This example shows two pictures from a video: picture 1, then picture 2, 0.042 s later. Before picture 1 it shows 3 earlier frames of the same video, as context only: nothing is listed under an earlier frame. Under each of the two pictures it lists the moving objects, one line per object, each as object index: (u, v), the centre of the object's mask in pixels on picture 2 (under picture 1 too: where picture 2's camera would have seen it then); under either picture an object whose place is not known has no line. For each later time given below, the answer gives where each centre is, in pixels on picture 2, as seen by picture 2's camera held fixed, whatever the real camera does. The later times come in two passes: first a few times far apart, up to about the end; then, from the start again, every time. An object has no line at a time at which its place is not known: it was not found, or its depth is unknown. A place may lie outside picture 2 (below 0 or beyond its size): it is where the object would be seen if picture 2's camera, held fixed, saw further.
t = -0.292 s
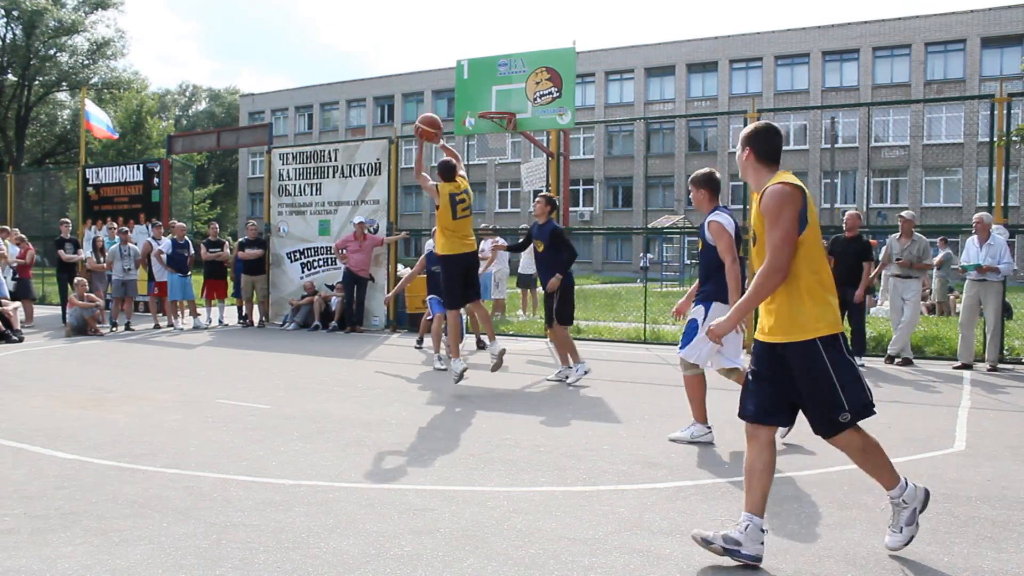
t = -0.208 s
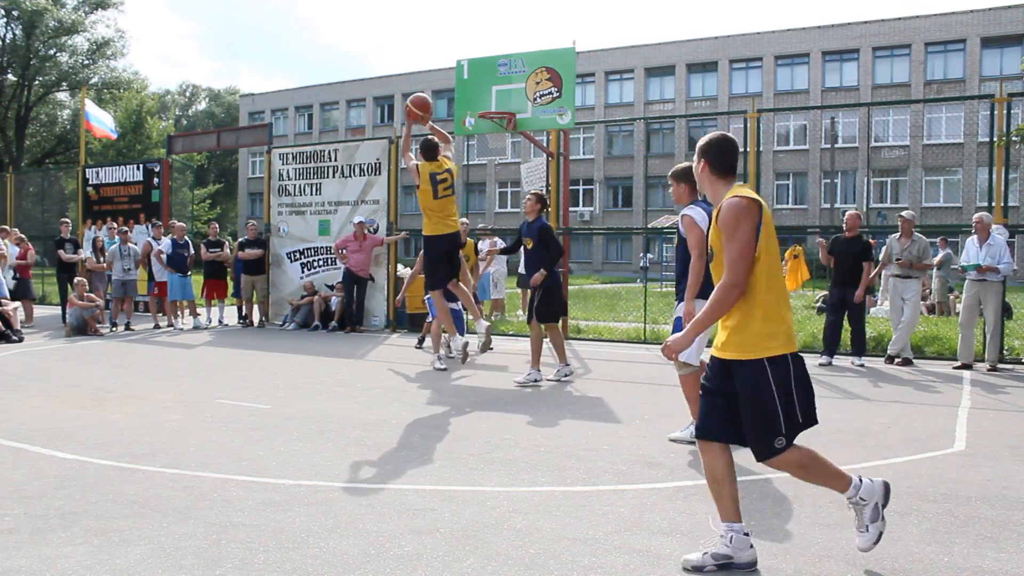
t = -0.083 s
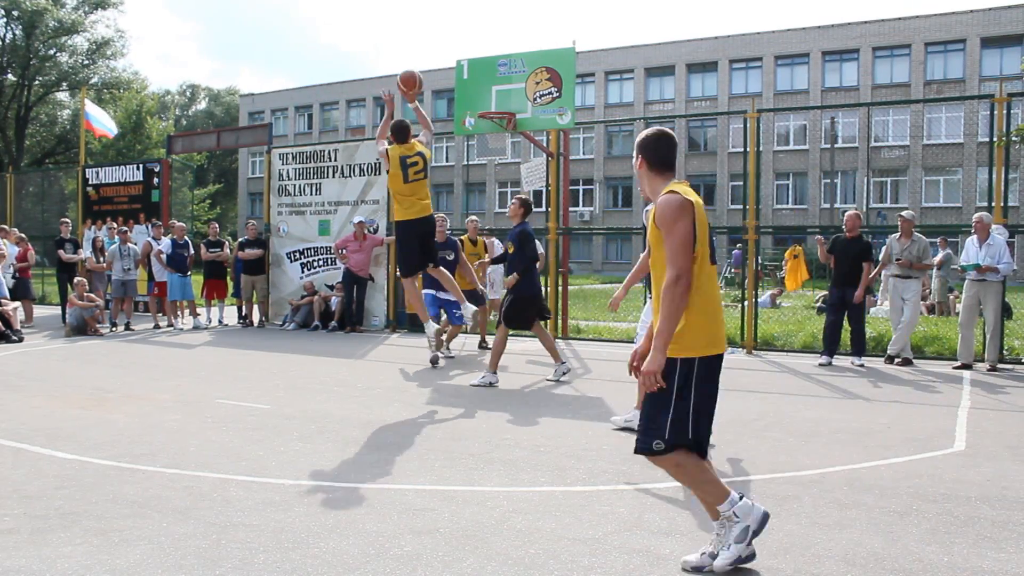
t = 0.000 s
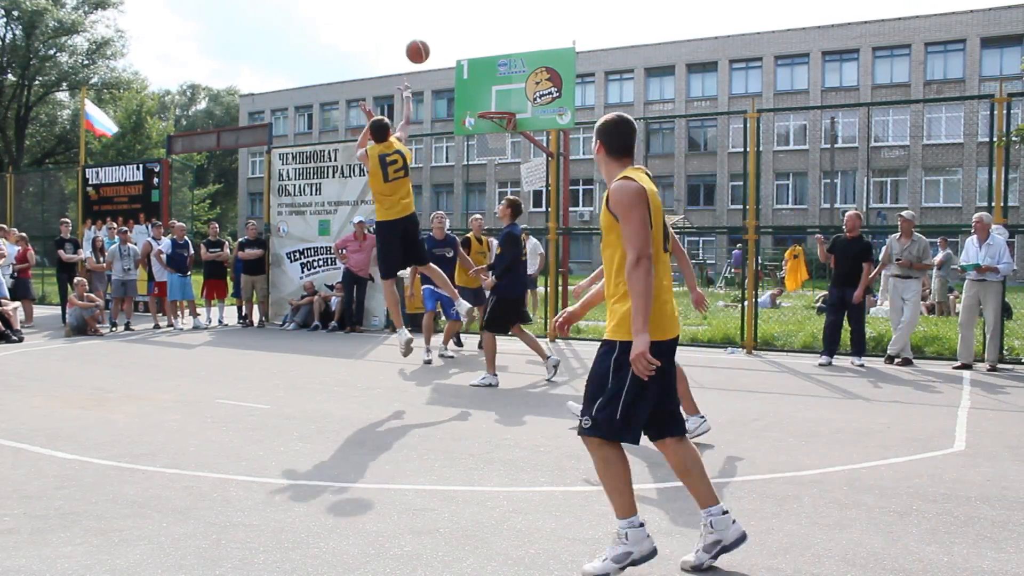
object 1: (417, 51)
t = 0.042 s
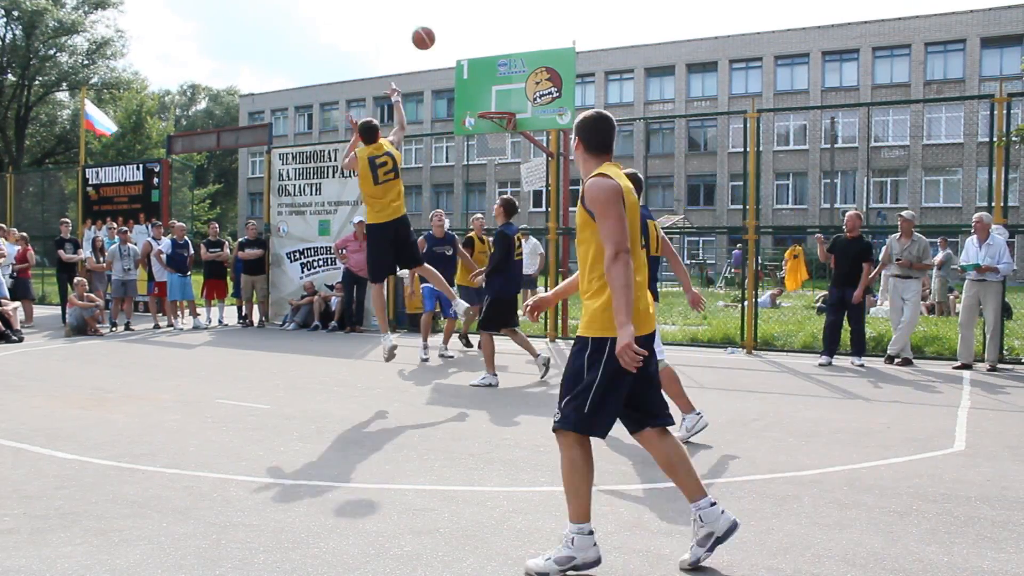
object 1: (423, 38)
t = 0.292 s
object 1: (453, 4)
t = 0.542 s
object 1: (476, 21)
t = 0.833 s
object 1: (498, 100)
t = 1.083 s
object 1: (488, 127)
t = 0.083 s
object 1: (429, 27)
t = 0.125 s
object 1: (434, 18)
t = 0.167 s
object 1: (439, 11)
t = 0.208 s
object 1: (444, 7)
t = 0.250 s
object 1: (449, 5)
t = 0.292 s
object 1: (453, 4)
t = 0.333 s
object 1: (457, 4)
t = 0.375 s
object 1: (461, 5)
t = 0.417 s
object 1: (465, 6)
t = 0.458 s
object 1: (469, 9)
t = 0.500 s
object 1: (473, 14)
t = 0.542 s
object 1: (476, 21)
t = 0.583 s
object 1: (480, 29)
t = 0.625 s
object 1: (483, 38)
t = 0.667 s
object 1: (486, 48)
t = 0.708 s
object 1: (489, 60)
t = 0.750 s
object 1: (492, 71)
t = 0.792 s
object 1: (495, 85)
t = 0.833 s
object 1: (498, 100)
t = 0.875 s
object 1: (499, 116)
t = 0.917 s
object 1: (493, 123)
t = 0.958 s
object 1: (488, 128)
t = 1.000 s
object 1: (486, 126)
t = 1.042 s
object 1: (486, 125)
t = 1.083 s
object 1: (488, 127)
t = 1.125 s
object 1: (489, 131)
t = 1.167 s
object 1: (491, 132)
